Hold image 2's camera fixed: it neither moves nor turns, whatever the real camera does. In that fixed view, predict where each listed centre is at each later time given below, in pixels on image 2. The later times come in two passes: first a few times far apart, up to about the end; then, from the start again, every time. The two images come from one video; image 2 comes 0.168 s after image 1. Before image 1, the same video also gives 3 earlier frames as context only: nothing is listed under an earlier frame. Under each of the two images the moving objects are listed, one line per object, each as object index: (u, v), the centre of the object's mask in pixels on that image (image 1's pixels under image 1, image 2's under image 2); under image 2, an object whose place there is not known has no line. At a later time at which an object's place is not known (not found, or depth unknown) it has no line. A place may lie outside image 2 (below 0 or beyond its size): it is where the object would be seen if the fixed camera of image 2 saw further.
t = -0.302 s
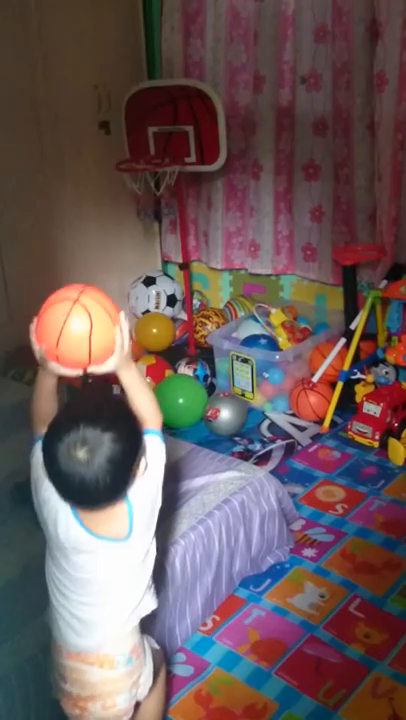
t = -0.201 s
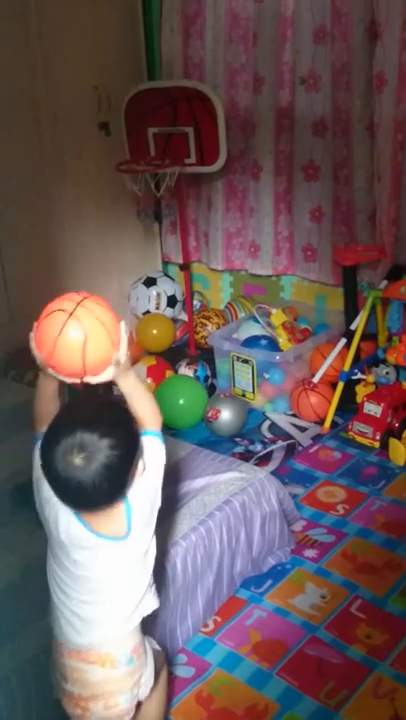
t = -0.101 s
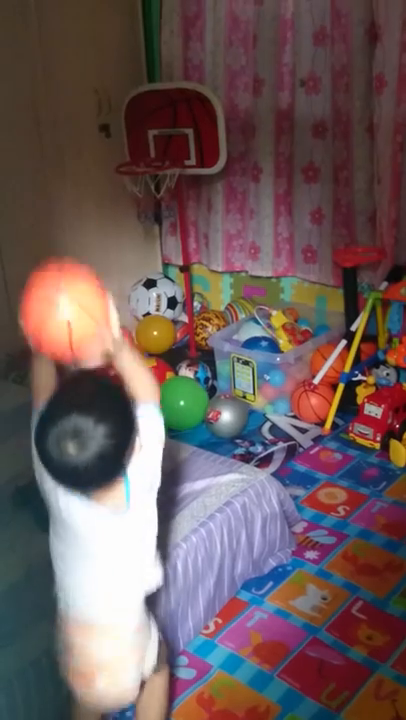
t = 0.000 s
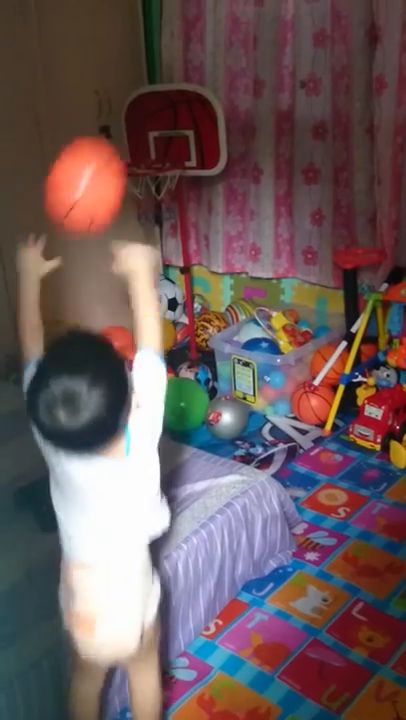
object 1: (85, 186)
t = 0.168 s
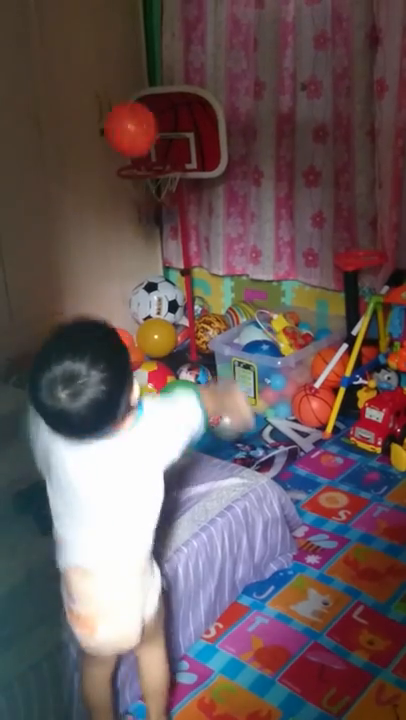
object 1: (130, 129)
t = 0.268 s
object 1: (148, 152)
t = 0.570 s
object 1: (184, 384)
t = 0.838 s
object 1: (262, 453)
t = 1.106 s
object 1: (390, 453)
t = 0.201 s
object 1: (136, 134)
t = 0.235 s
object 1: (143, 142)
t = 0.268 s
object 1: (148, 152)
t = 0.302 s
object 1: (152, 164)
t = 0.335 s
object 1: (156, 178)
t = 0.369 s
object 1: (158, 198)
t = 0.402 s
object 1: (163, 224)
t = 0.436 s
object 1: (167, 257)
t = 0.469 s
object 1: (173, 291)
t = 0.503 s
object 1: (178, 325)
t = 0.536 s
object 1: (181, 356)
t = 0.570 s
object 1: (184, 384)
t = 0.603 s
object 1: (189, 393)
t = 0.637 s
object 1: (193, 406)
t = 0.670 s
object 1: (199, 419)
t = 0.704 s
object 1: (205, 433)
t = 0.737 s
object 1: (213, 445)
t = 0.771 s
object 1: (230, 450)
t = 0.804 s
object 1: (246, 451)
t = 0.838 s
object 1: (262, 453)
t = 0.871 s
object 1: (279, 457)
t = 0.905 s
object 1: (296, 462)
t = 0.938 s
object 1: (313, 470)
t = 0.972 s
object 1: (329, 470)
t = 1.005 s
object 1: (345, 462)
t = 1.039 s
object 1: (362, 456)
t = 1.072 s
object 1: (376, 454)
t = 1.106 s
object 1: (390, 453)
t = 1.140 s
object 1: (398, 455)
